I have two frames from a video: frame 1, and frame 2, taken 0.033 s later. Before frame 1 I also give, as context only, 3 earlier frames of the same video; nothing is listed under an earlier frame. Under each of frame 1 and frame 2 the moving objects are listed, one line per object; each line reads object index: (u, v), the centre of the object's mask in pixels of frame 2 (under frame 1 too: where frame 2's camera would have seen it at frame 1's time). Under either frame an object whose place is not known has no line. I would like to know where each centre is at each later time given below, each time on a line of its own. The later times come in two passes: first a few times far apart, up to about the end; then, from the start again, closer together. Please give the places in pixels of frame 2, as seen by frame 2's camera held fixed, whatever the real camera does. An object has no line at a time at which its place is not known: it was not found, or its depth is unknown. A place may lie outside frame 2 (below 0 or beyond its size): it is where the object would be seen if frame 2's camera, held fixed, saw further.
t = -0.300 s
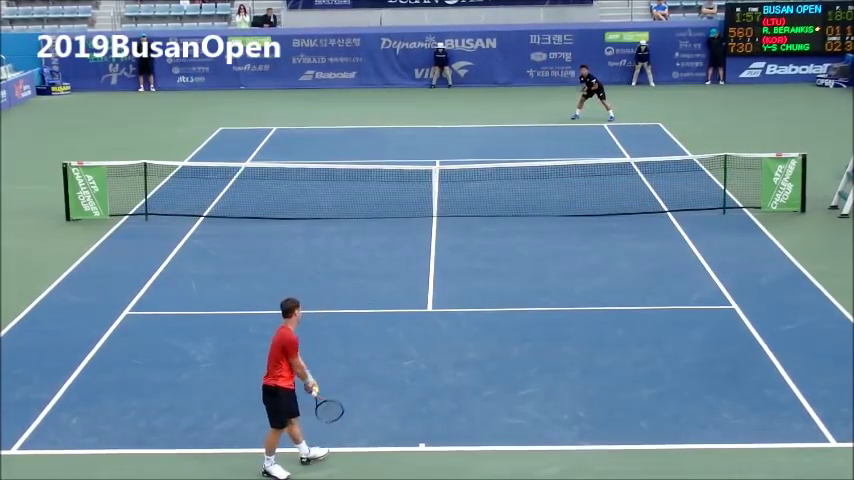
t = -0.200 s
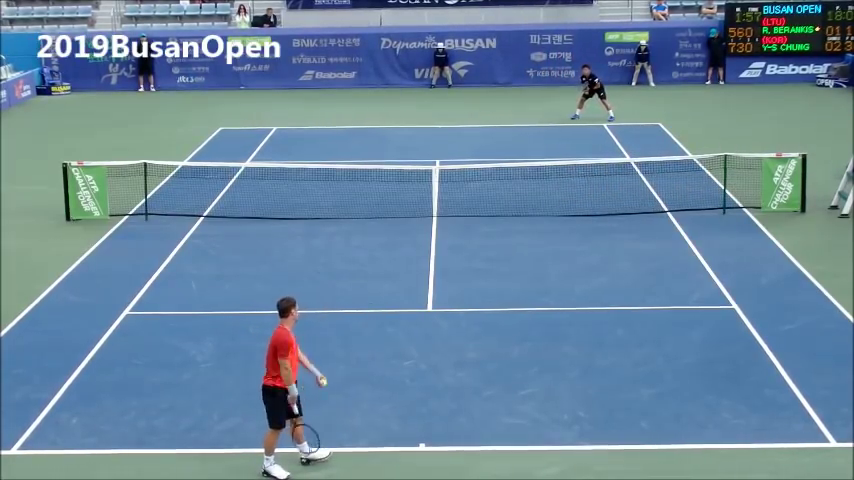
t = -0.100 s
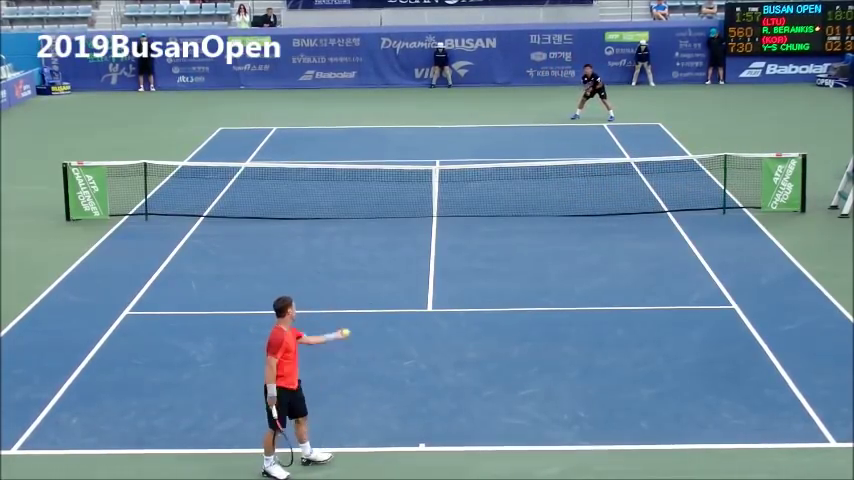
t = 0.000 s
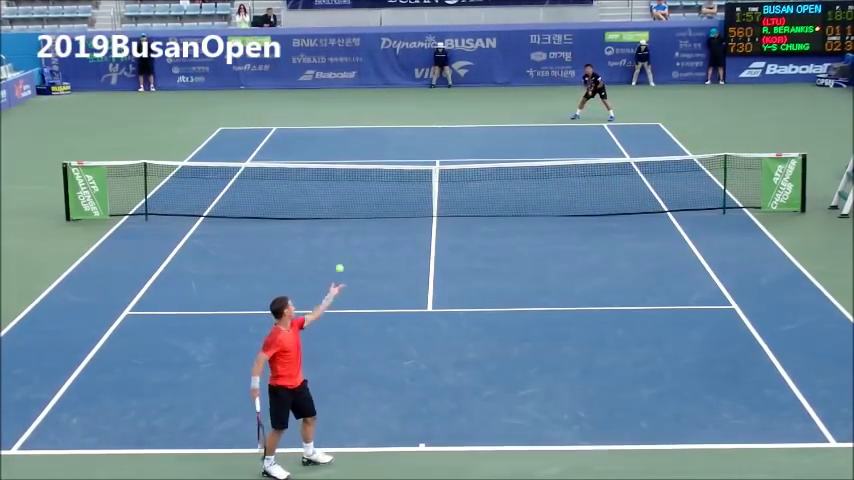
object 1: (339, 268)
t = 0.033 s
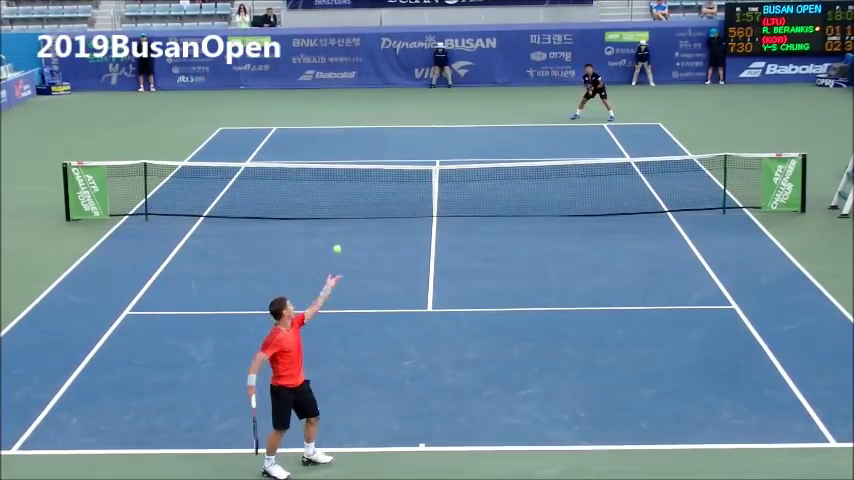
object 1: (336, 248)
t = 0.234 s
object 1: (322, 153)
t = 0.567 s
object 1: (300, 81)
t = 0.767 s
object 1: (289, 91)
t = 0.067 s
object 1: (334, 230)
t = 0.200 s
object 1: (324, 167)
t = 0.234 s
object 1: (322, 153)
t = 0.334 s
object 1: (315, 120)
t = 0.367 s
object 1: (313, 111)
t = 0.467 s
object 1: (306, 91)
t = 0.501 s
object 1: (304, 86)
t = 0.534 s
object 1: (301, 84)
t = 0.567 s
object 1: (300, 81)
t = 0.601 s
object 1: (298, 80)
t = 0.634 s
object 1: (296, 80)
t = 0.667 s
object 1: (294, 81)
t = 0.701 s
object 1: (292, 83)
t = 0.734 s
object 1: (290, 87)
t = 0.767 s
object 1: (289, 91)
